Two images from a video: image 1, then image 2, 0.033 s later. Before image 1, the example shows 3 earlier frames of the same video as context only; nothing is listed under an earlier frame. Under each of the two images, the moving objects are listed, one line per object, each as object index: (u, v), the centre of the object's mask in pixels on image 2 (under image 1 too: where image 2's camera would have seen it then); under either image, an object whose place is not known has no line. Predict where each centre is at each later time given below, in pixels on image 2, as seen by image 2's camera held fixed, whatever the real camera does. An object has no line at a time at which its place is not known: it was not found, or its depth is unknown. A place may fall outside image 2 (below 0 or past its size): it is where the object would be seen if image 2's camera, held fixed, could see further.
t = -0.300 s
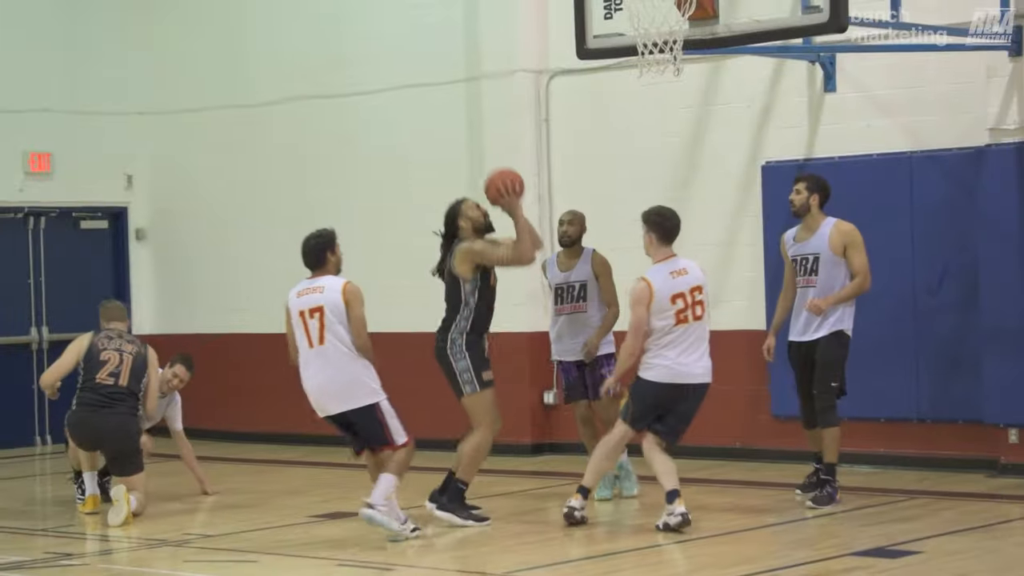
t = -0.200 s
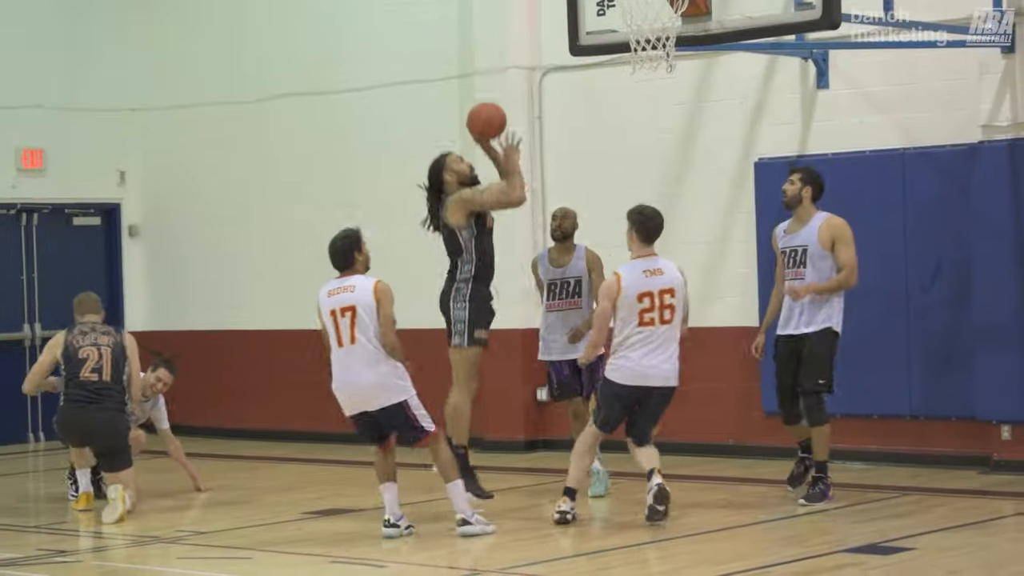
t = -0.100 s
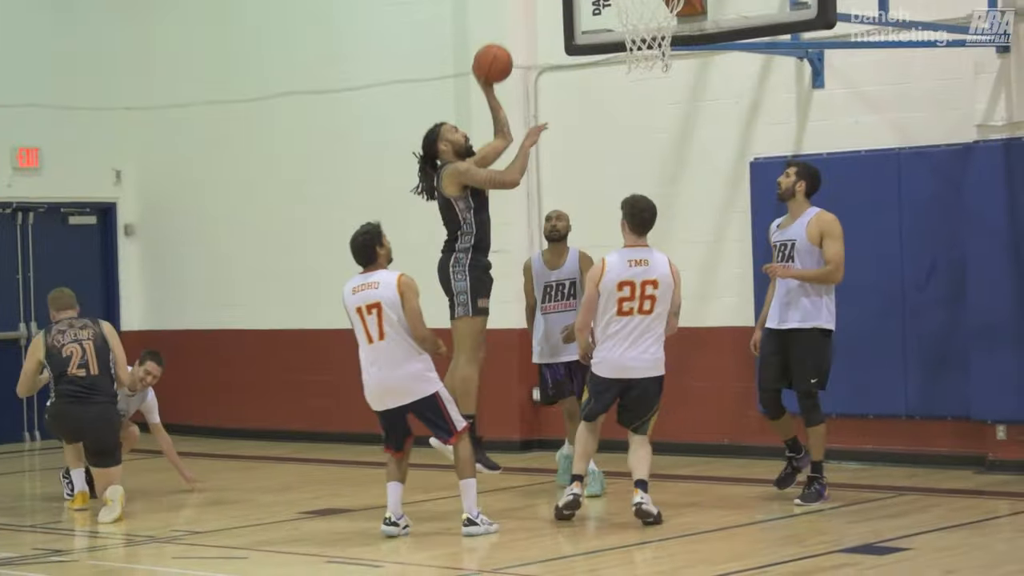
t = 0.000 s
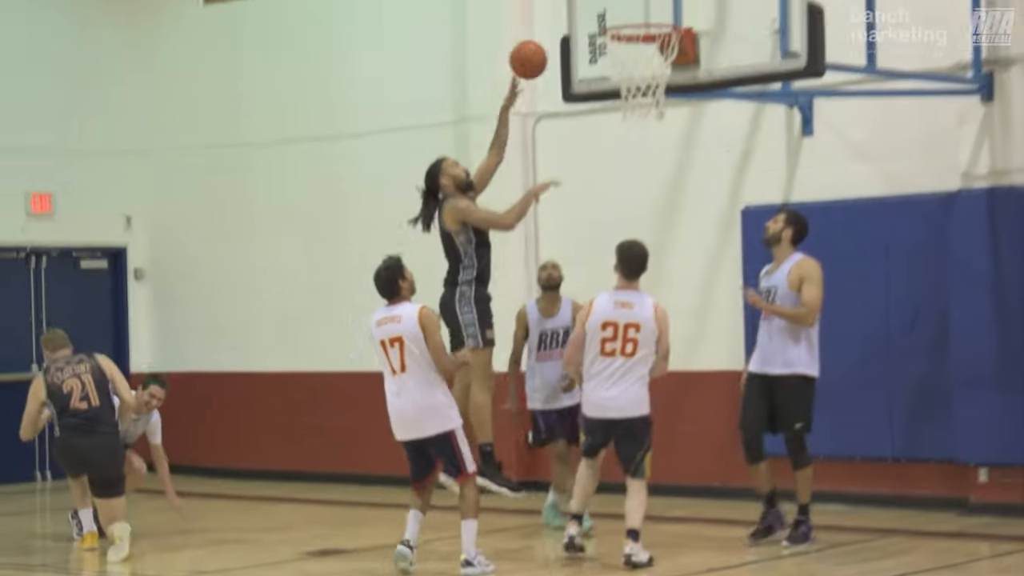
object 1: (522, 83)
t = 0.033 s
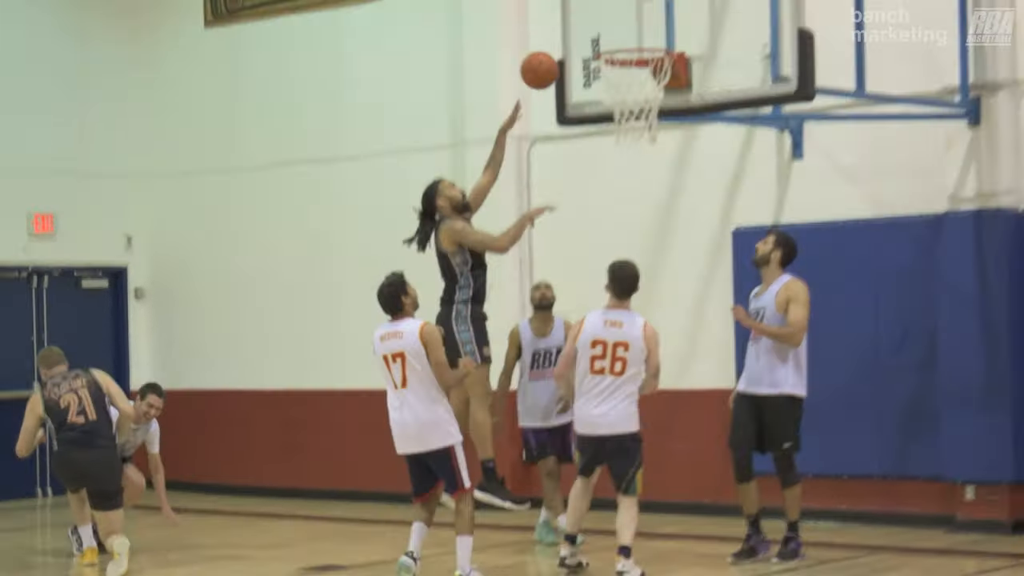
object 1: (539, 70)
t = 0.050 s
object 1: (548, 64)
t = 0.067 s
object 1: (555, 60)
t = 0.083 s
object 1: (563, 54)
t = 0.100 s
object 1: (571, 50)
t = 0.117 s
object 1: (579, 46)
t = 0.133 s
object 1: (587, 42)
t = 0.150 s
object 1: (595, 39)
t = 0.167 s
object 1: (603, 35)
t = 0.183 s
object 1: (611, 33)
